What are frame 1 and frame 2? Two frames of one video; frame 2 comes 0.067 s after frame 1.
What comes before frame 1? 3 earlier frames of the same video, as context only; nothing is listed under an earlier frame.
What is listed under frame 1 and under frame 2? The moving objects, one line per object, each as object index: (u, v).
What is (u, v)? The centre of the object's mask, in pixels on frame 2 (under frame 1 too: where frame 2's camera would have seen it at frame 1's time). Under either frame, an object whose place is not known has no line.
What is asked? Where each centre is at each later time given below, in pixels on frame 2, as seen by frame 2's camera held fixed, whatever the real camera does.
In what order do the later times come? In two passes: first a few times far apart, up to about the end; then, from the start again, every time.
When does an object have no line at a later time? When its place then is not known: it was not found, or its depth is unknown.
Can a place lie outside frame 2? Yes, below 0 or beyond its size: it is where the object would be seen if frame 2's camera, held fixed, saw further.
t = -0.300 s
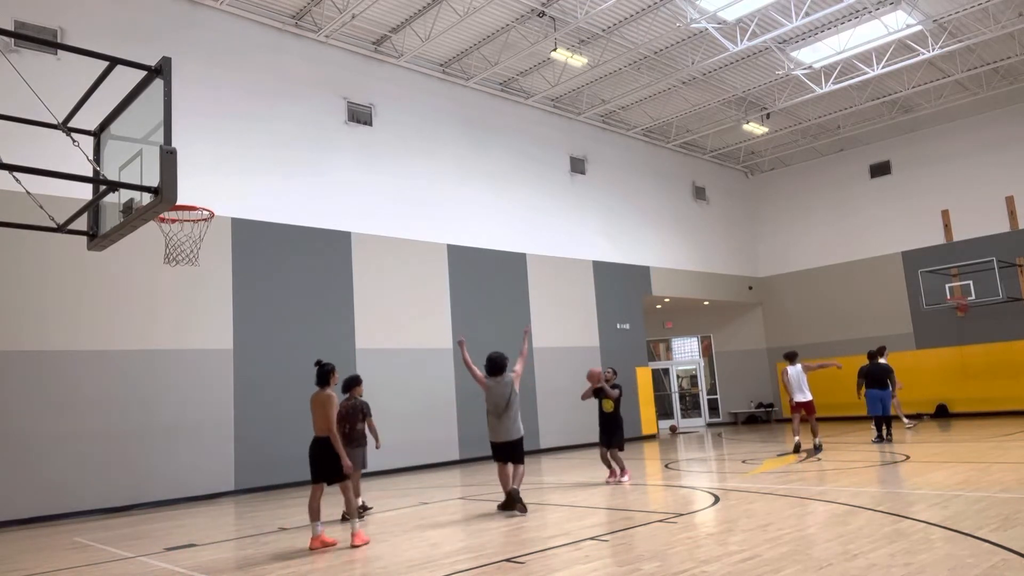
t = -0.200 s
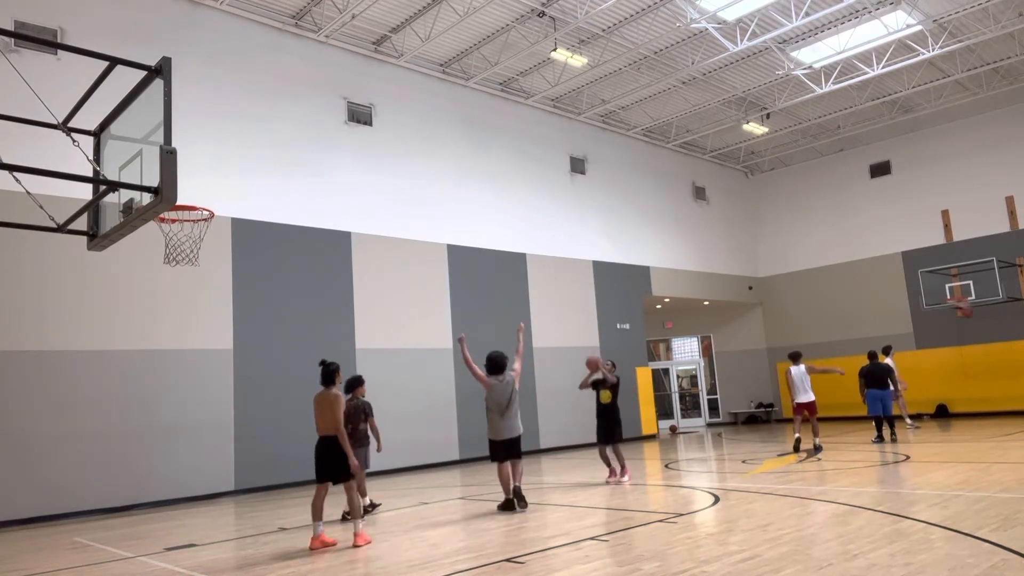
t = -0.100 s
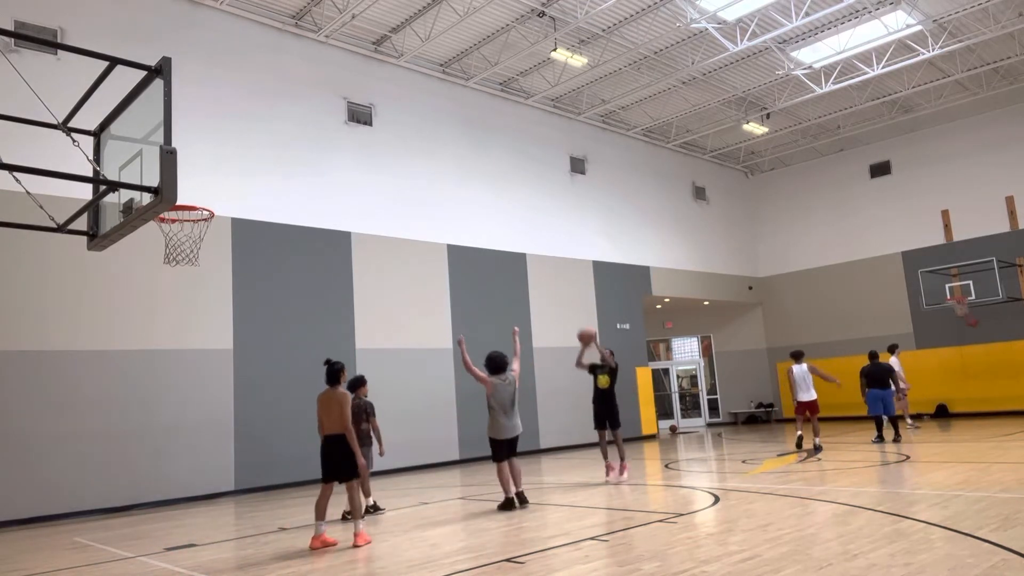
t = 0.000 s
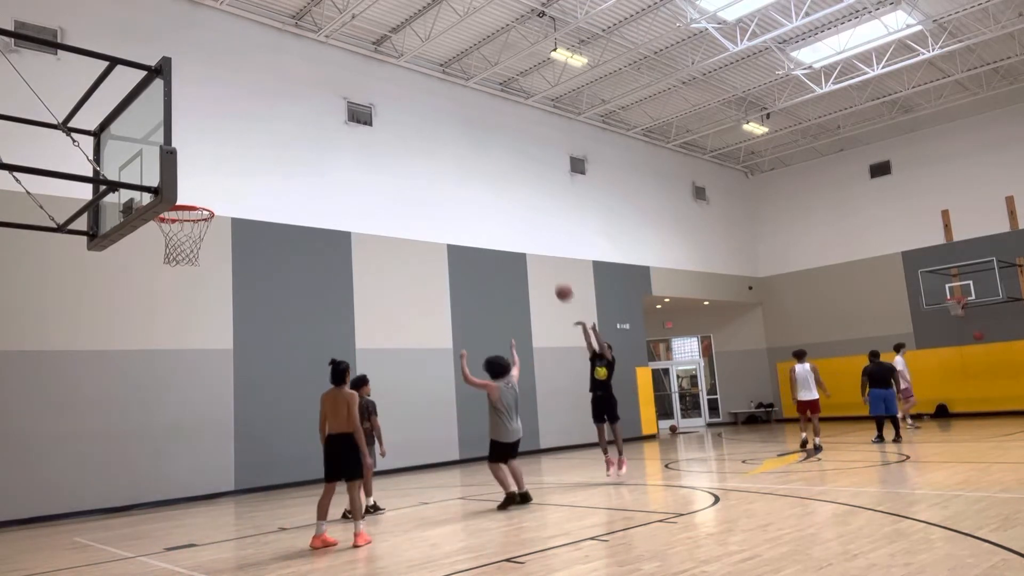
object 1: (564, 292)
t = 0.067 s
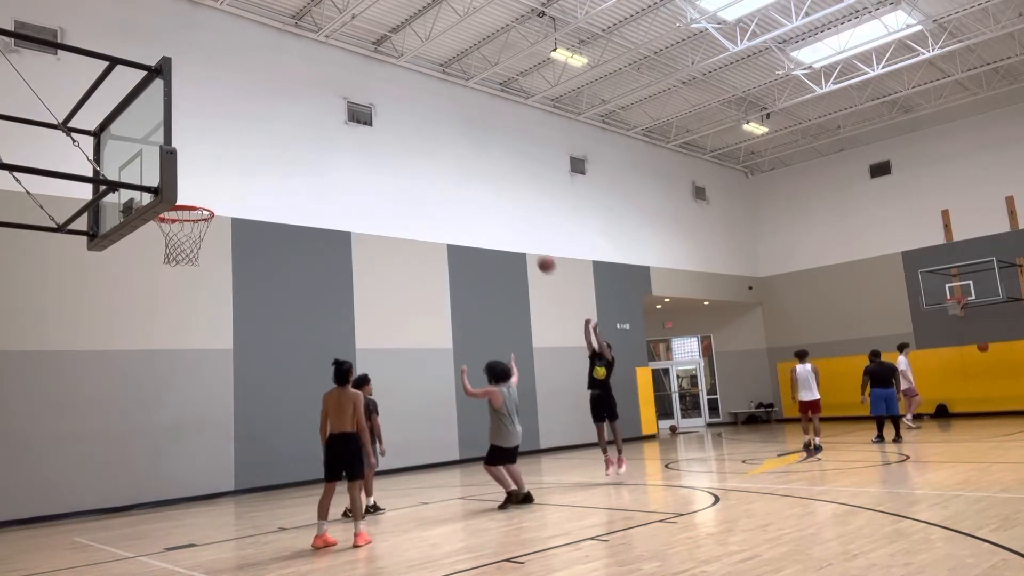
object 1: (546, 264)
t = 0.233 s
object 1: (501, 203)
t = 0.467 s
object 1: (430, 144)
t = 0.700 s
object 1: (349, 121)
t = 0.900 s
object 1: (268, 136)
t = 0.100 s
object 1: (537, 251)
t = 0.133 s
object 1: (528, 238)
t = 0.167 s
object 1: (519, 226)
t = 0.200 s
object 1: (510, 214)
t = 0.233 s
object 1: (501, 203)
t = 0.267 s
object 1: (491, 193)
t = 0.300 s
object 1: (481, 183)
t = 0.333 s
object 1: (472, 174)
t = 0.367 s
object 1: (461, 165)
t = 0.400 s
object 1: (451, 158)
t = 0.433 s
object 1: (441, 151)
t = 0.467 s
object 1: (430, 144)
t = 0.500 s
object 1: (420, 138)
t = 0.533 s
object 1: (409, 133)
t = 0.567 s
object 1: (398, 129)
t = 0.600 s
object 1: (387, 125)
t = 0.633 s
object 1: (375, 123)
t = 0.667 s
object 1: (362, 121)
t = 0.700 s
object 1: (349, 121)
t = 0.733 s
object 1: (337, 120)
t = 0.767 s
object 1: (324, 121)
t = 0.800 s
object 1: (311, 123)
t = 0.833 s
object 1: (297, 126)
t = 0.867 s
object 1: (283, 131)
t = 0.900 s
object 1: (268, 136)
